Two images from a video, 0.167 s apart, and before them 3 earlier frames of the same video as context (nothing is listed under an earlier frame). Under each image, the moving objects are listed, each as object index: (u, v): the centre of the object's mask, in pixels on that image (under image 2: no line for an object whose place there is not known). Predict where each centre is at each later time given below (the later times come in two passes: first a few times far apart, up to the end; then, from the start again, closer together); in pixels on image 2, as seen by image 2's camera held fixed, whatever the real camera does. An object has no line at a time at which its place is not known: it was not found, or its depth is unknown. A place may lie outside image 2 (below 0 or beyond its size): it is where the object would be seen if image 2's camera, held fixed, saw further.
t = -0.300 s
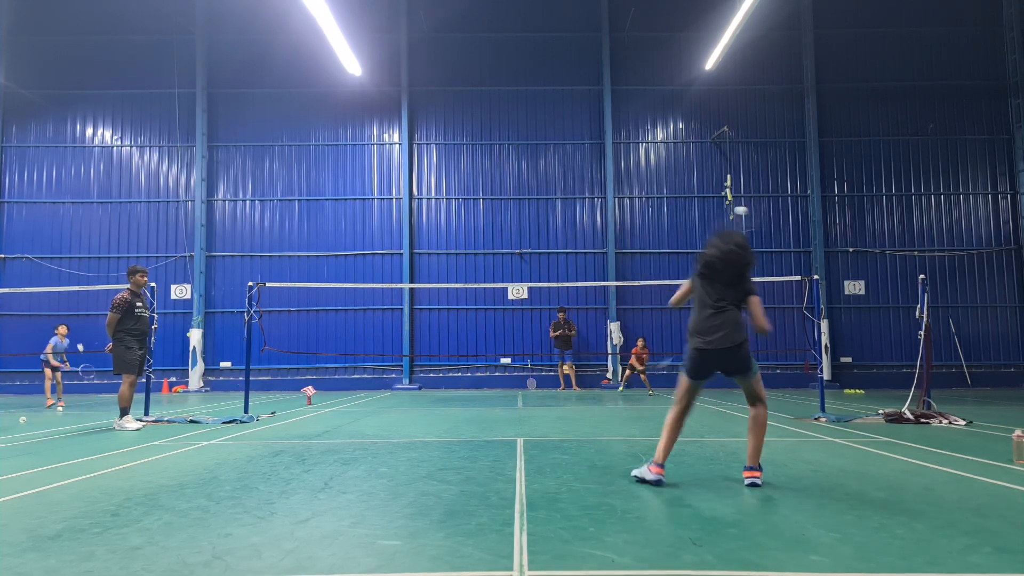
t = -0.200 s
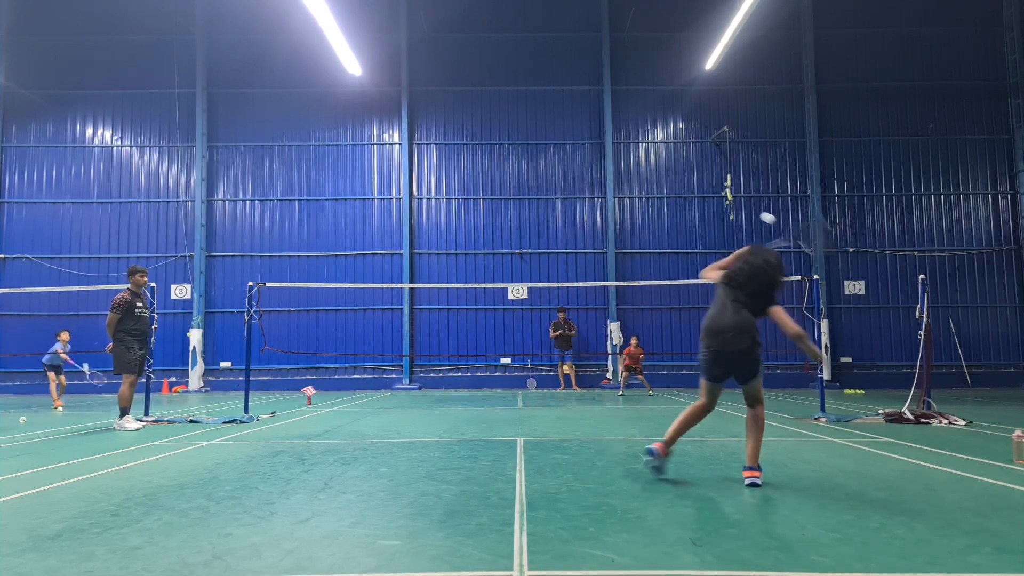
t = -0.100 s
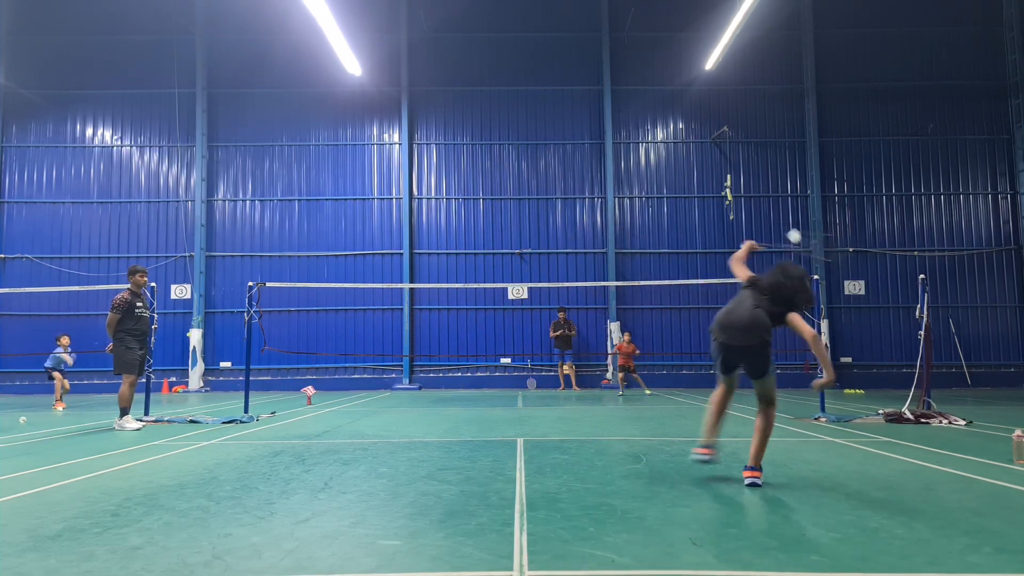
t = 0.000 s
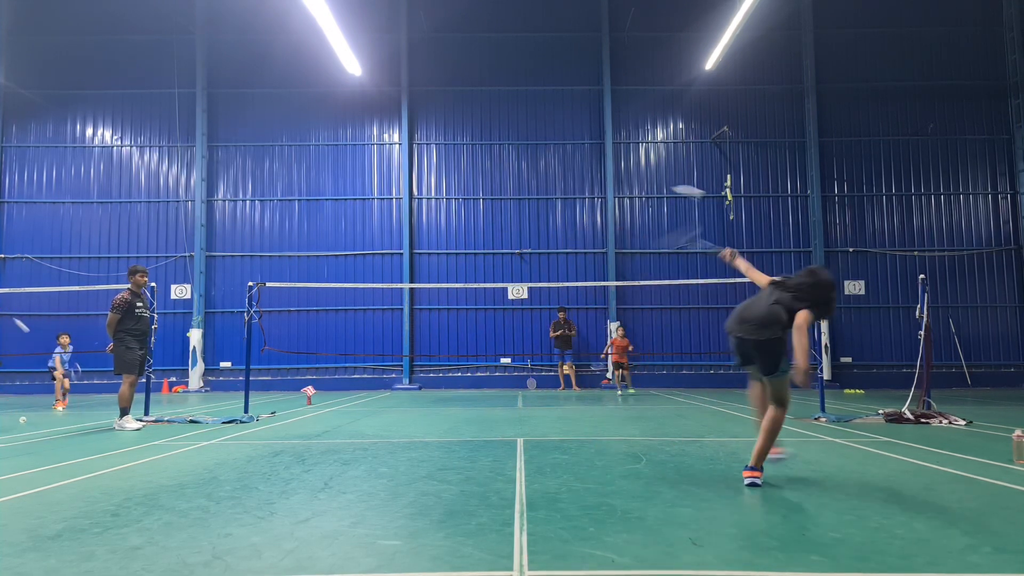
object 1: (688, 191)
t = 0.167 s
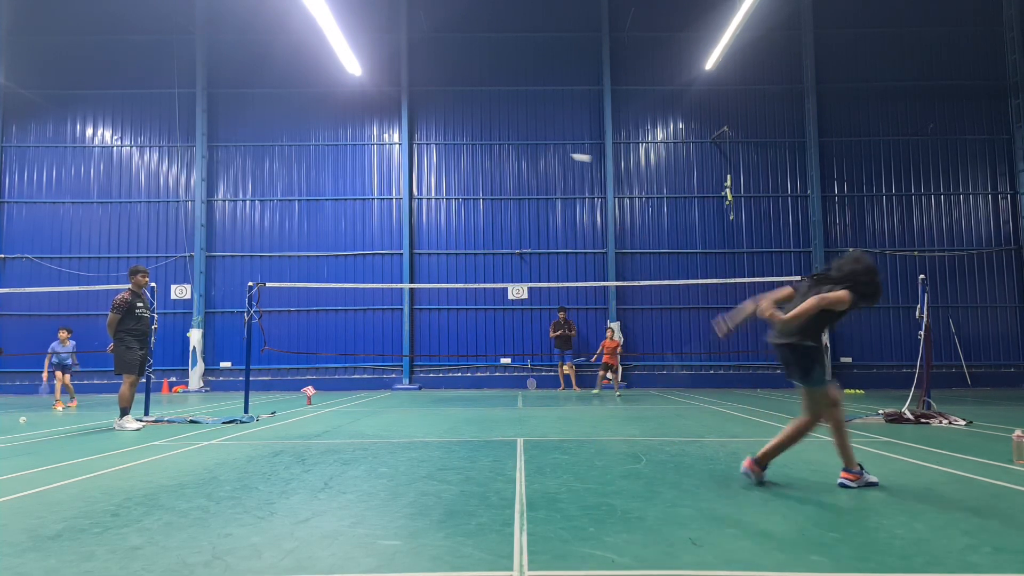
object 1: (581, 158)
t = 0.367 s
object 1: (507, 159)
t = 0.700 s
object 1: (435, 226)
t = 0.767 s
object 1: (424, 245)
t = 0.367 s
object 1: (507, 159)
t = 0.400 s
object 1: (497, 163)
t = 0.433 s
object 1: (489, 168)
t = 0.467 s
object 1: (480, 173)
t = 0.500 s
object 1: (473, 179)
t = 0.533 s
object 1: (466, 185)
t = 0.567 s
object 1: (459, 192)
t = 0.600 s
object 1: (452, 200)
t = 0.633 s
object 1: (446, 208)
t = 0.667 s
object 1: (440, 217)
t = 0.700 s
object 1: (435, 226)
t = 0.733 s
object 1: (430, 235)
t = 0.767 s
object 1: (424, 245)
